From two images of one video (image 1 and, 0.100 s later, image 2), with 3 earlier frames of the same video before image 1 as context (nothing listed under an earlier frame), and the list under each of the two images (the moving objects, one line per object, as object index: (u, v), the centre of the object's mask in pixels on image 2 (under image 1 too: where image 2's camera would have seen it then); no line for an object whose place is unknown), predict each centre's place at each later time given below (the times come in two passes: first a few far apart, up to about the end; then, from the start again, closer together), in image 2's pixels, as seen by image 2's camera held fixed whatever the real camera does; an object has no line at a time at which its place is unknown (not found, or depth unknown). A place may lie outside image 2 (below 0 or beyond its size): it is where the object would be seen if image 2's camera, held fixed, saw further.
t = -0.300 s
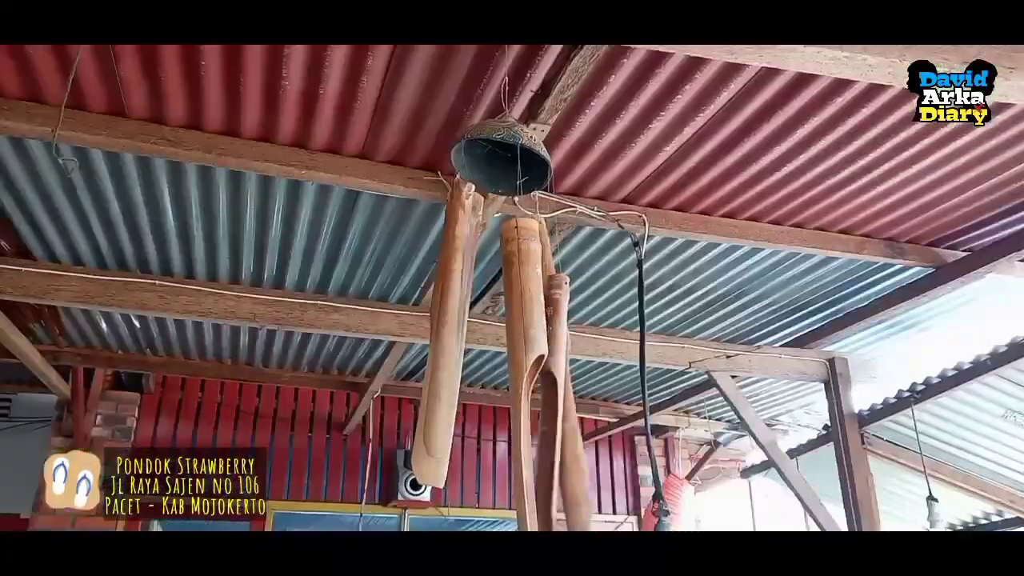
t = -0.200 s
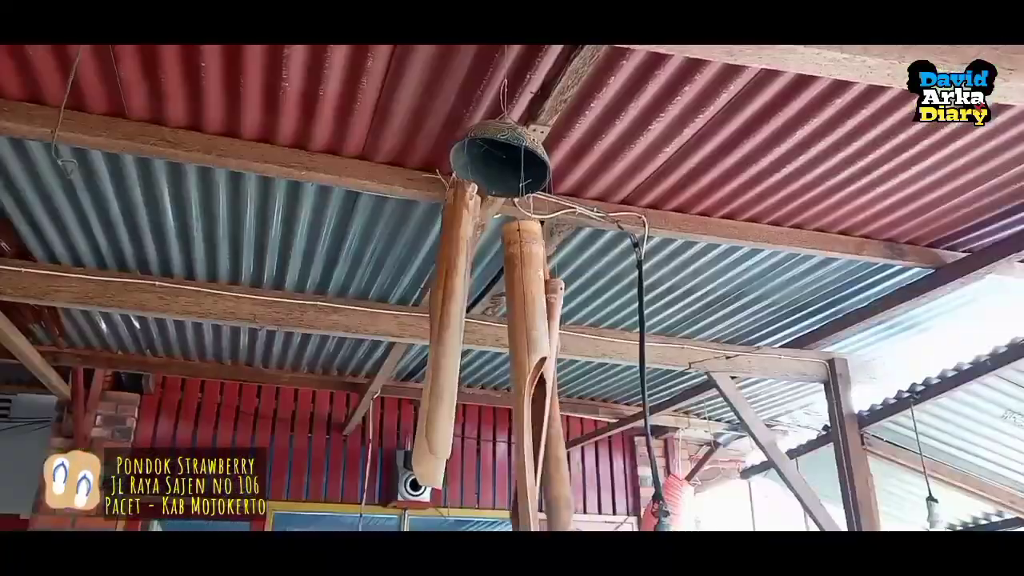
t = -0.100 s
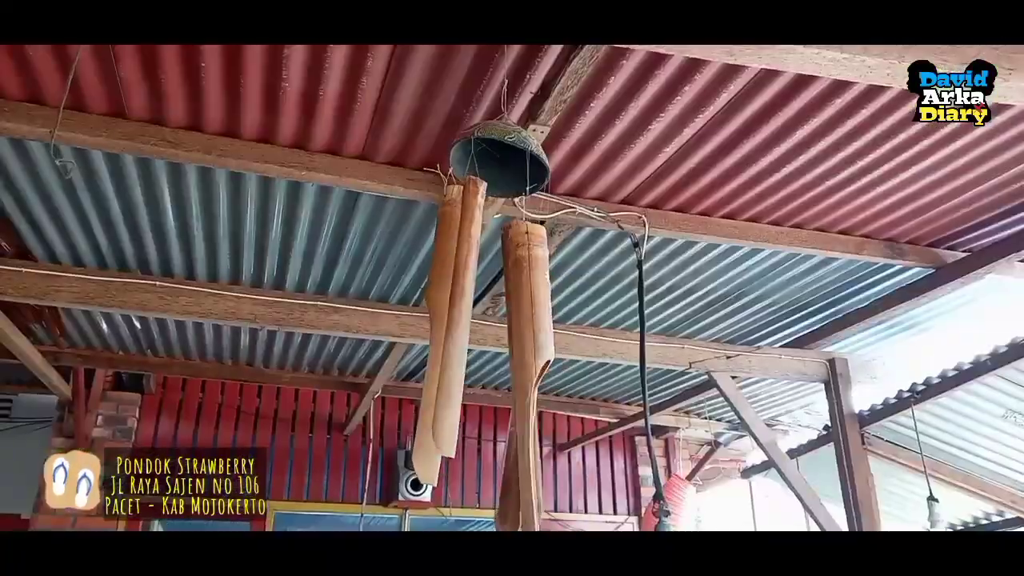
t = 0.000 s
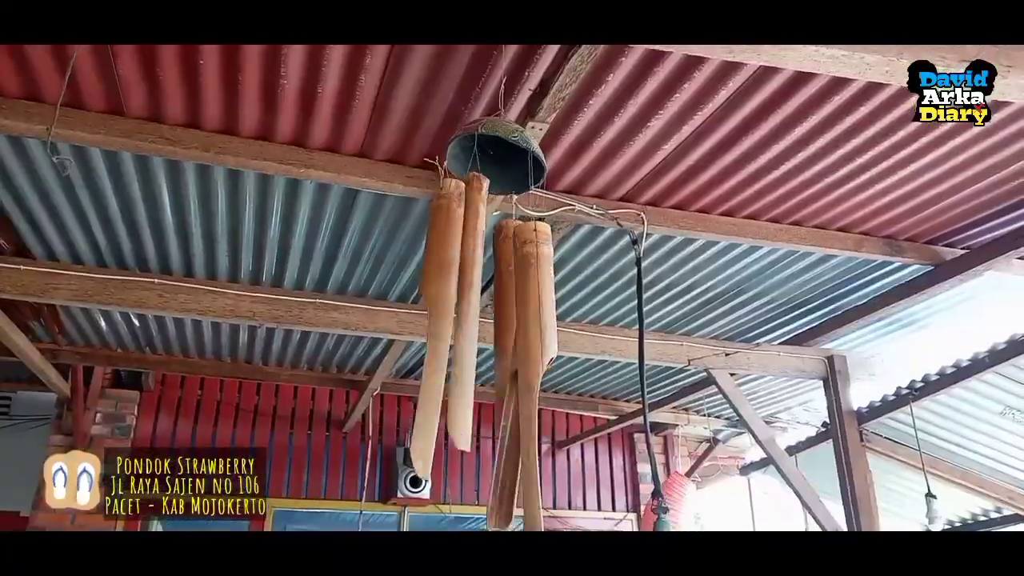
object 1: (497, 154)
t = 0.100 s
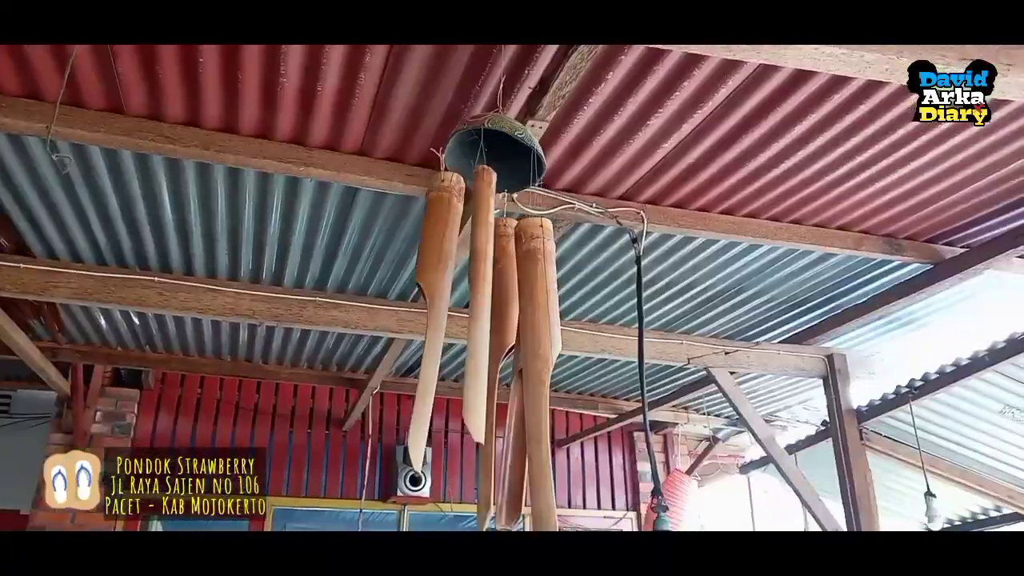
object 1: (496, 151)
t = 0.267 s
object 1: (497, 144)
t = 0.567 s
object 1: (507, 137)
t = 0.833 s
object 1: (512, 139)
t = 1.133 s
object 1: (509, 145)
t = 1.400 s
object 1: (505, 140)
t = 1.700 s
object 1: (498, 136)
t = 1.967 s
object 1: (513, 131)
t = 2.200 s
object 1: (516, 136)
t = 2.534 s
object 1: (510, 145)
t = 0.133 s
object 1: (496, 150)
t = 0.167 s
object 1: (496, 149)
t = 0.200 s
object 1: (496, 147)
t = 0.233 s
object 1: (496, 145)
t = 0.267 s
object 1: (497, 144)
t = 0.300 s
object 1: (498, 143)
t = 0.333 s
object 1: (499, 142)
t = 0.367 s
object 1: (500, 141)
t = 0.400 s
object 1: (501, 140)
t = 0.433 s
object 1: (502, 140)
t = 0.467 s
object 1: (504, 139)
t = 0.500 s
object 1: (505, 138)
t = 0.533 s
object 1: (506, 137)
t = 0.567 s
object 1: (507, 137)
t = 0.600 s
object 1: (508, 136)
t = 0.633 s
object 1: (509, 136)
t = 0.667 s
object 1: (509, 135)
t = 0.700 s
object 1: (510, 135)
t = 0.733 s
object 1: (511, 135)
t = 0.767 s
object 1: (511, 136)
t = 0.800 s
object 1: (512, 137)
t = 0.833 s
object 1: (512, 139)
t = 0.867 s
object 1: (513, 140)
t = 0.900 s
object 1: (514, 142)
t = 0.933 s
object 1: (514, 143)
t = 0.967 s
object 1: (514, 144)
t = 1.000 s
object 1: (513, 144)
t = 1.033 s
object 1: (513, 144)
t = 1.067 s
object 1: (512, 145)
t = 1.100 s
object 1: (511, 145)
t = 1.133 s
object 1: (509, 145)
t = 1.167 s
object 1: (509, 145)
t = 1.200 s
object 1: (507, 145)
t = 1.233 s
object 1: (507, 145)
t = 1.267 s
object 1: (506, 145)
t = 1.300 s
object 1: (506, 144)
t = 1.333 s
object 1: (507, 143)
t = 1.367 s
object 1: (505, 142)
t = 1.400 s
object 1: (505, 140)
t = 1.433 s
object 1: (500, 141)
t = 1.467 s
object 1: (501, 141)
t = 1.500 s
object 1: (500, 142)
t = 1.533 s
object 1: (501, 142)
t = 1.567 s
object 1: (501, 140)
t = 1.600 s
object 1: (501, 139)
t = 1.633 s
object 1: (501, 139)
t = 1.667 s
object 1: (501, 138)
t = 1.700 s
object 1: (498, 136)
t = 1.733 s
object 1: (502, 136)
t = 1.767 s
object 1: (502, 135)
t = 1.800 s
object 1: (503, 134)
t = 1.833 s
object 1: (504, 134)
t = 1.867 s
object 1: (507, 133)
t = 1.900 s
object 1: (509, 133)
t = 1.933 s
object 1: (511, 132)
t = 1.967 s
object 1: (513, 131)
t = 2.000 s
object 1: (514, 131)
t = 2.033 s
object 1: (515, 131)
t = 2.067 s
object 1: (515, 132)
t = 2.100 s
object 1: (516, 133)
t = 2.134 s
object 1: (517, 134)
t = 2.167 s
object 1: (516, 135)
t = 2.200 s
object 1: (516, 136)
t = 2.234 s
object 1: (516, 137)
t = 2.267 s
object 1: (515, 138)
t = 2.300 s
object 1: (515, 139)
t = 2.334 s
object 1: (515, 141)
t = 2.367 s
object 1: (514, 141)
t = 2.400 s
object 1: (513, 142)
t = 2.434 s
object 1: (513, 143)
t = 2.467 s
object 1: (512, 143)
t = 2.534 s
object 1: (510, 145)
